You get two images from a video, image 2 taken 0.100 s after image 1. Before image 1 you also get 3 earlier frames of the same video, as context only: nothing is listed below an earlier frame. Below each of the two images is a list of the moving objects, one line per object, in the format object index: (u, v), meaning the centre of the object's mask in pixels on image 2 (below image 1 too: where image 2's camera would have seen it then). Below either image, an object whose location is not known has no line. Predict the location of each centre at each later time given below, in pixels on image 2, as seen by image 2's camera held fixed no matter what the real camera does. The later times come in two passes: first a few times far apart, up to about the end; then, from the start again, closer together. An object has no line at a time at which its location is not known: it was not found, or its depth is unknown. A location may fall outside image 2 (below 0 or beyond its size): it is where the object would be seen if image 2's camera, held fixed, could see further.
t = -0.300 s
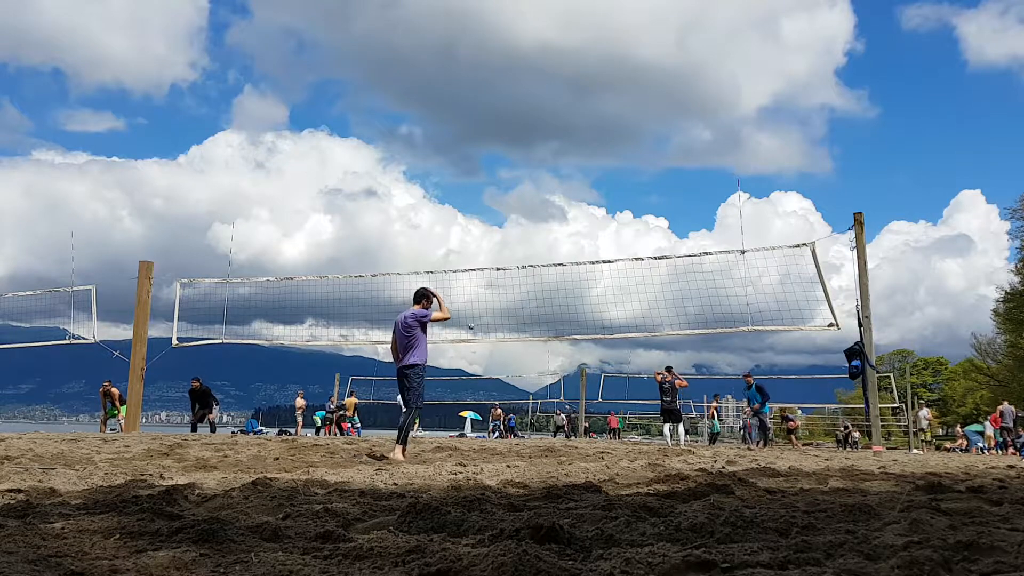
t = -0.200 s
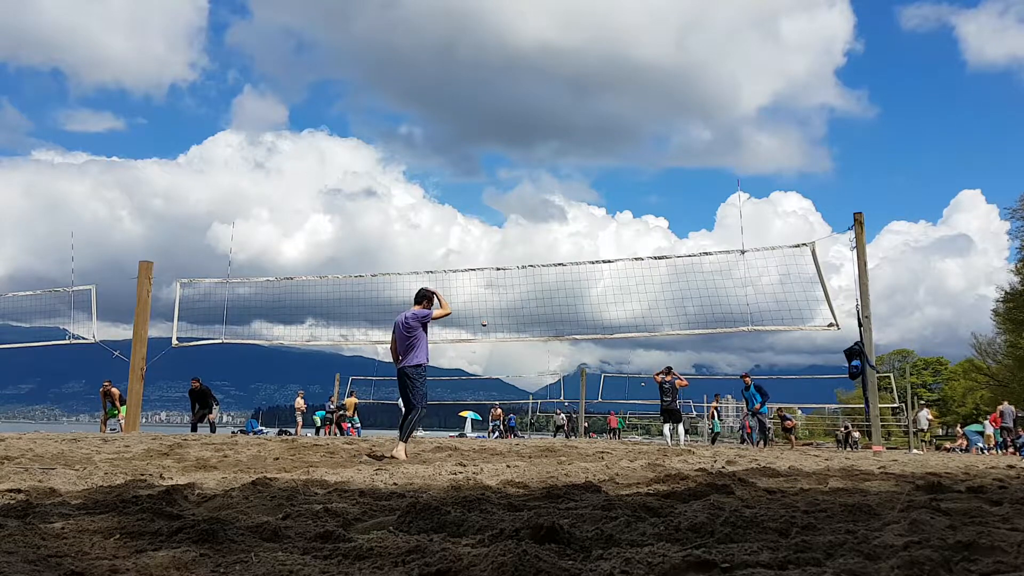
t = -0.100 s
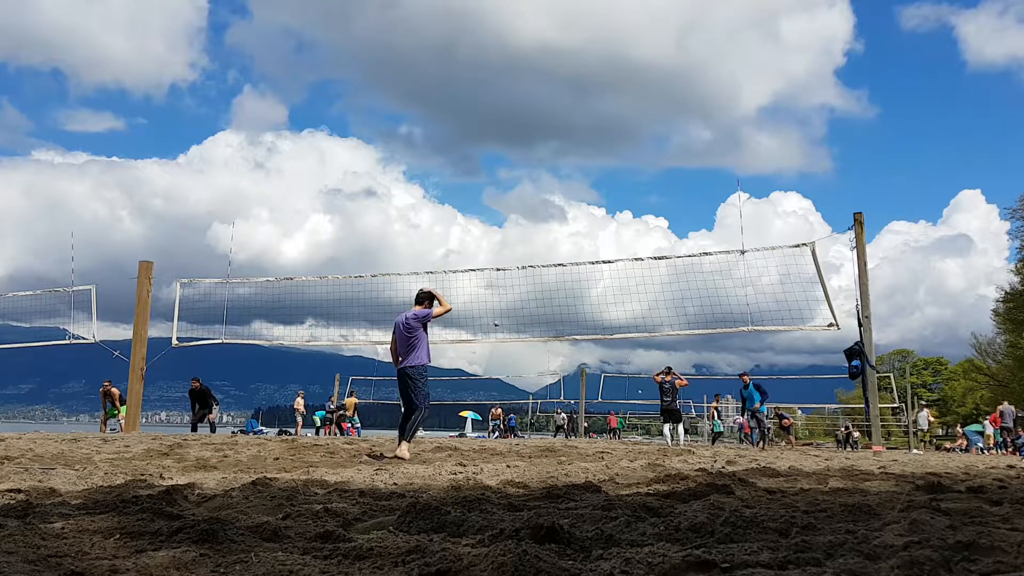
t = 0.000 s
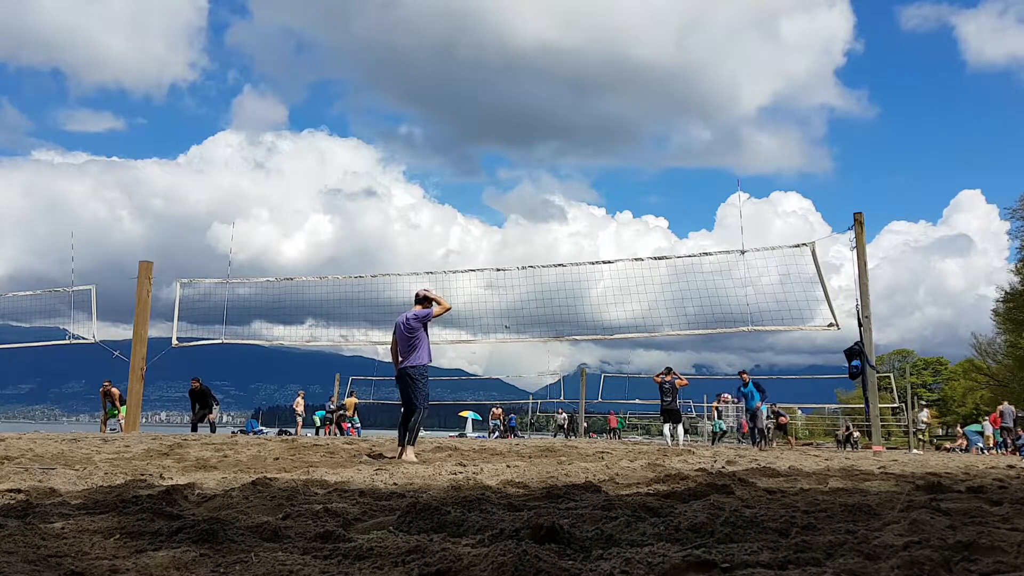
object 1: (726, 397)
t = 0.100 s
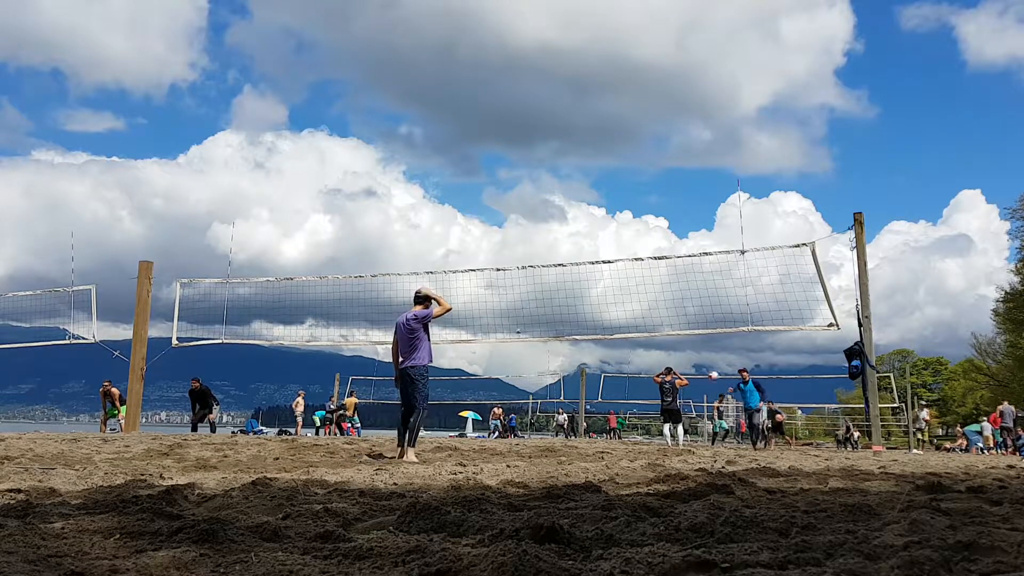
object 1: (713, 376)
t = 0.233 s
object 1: (696, 352)
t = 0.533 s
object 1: (648, 327)
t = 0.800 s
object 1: (594, 350)
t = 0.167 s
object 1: (705, 363)
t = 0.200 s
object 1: (700, 357)
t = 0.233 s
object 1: (696, 352)
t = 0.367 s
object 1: (676, 337)
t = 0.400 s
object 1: (671, 334)
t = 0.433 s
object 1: (665, 329)
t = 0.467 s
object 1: (660, 328)
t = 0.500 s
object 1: (655, 328)
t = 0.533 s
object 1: (648, 327)
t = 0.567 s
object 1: (642, 328)
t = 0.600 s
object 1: (636, 328)
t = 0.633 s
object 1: (630, 329)
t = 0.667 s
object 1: (623, 331)
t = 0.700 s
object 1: (616, 335)
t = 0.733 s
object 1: (609, 340)
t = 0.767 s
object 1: (602, 343)
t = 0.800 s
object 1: (594, 350)
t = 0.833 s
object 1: (586, 357)
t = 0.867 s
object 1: (578, 365)
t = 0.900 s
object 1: (569, 373)
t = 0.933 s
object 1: (560, 383)
